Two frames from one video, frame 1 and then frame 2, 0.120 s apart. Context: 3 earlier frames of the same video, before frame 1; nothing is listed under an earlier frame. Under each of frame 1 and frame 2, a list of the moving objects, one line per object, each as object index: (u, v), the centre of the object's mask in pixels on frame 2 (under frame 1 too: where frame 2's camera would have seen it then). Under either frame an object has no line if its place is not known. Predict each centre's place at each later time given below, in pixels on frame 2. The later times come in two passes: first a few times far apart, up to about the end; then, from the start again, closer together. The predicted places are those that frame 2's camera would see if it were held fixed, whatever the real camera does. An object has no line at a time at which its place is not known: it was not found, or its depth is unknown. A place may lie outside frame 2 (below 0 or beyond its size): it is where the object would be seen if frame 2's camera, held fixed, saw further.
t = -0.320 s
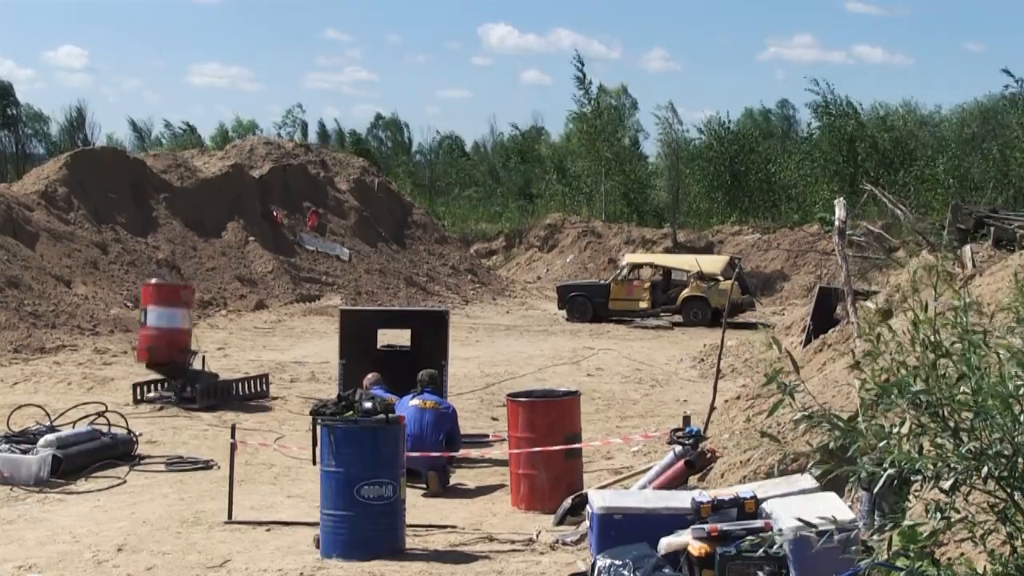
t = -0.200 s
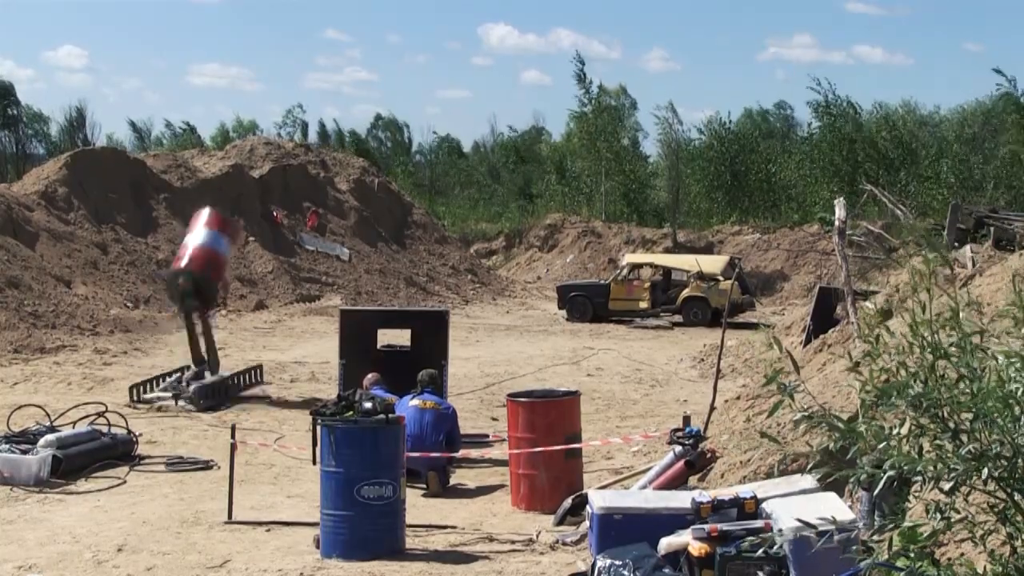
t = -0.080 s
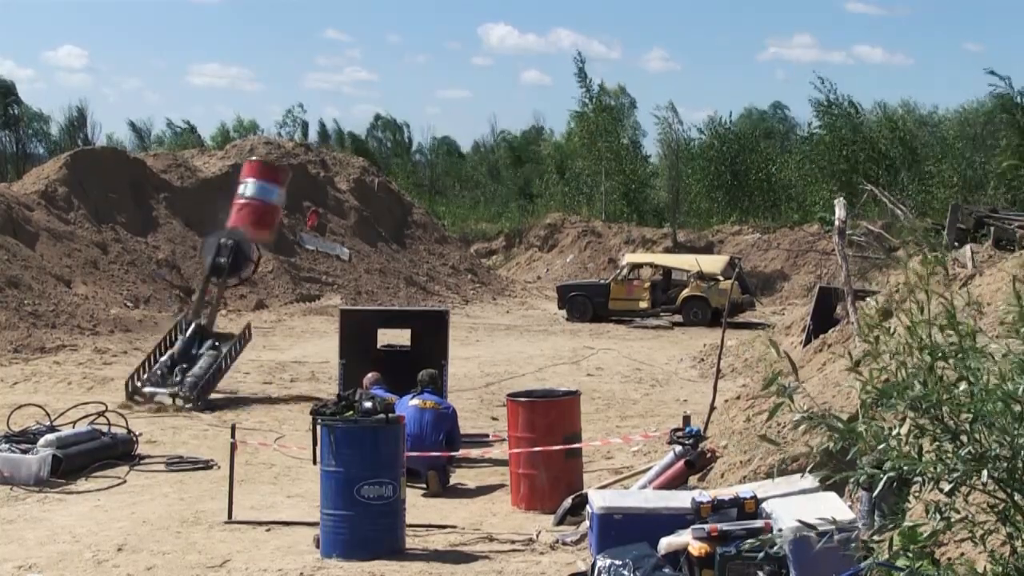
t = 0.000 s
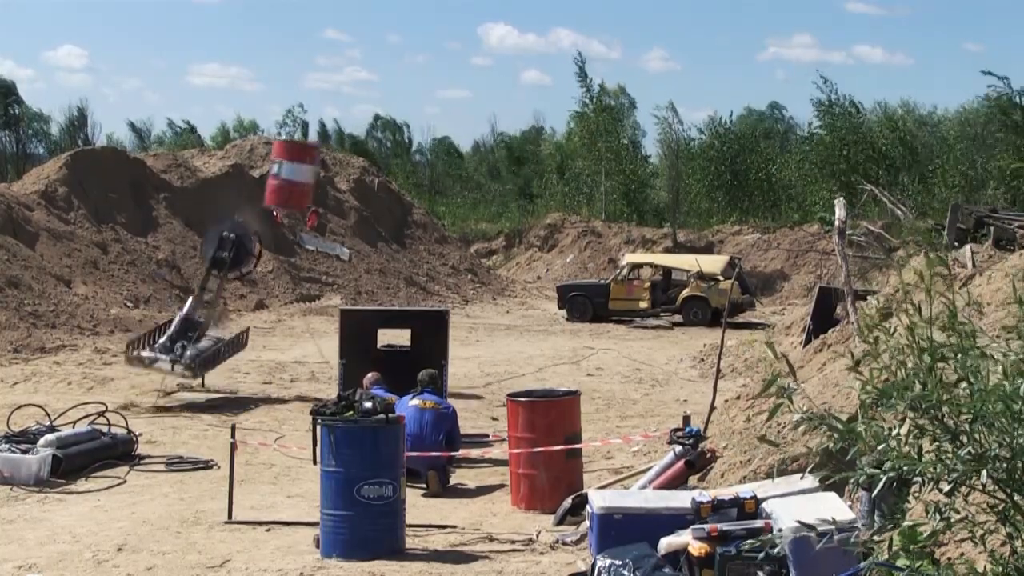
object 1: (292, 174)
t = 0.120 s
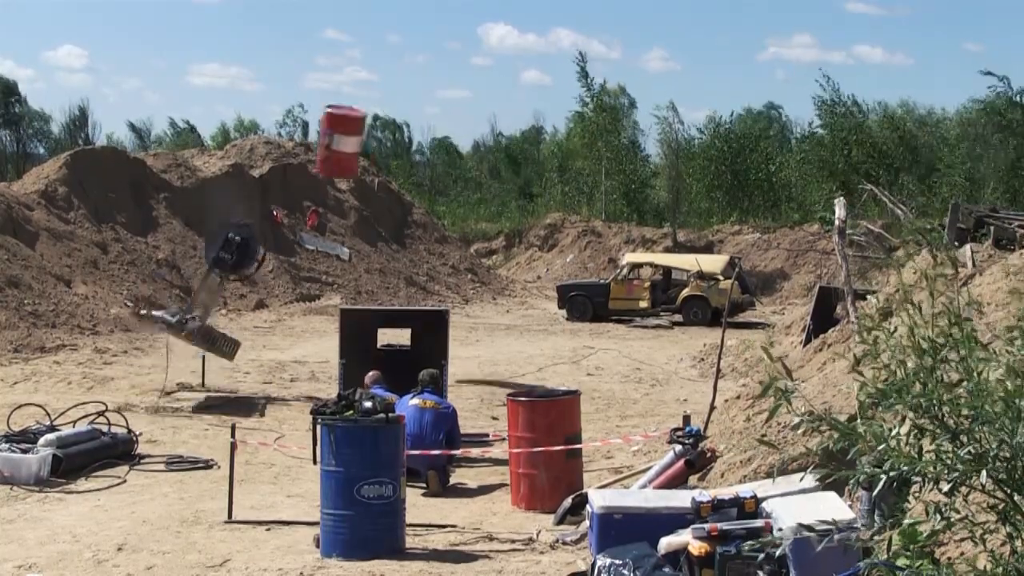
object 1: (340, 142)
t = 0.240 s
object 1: (383, 119)
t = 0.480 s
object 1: (454, 109)
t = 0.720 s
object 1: (512, 133)
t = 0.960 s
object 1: (560, 183)
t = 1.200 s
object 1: (599, 255)
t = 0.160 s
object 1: (355, 133)
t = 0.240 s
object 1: (383, 119)
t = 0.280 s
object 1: (395, 115)
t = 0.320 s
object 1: (407, 112)
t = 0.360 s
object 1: (420, 109)
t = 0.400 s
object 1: (431, 108)
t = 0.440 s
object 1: (443, 108)
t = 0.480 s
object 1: (454, 109)
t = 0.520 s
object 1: (464, 111)
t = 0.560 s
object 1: (474, 114)
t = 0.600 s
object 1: (484, 117)
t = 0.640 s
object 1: (494, 122)
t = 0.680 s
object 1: (503, 127)
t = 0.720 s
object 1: (512, 133)
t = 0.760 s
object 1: (520, 140)
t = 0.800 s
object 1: (529, 147)
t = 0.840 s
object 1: (537, 155)
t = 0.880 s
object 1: (545, 164)
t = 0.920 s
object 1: (552, 174)
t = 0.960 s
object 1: (560, 183)
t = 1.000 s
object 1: (567, 194)
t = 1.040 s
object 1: (574, 205)
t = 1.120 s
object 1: (587, 230)
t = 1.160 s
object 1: (593, 243)
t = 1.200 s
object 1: (599, 255)
